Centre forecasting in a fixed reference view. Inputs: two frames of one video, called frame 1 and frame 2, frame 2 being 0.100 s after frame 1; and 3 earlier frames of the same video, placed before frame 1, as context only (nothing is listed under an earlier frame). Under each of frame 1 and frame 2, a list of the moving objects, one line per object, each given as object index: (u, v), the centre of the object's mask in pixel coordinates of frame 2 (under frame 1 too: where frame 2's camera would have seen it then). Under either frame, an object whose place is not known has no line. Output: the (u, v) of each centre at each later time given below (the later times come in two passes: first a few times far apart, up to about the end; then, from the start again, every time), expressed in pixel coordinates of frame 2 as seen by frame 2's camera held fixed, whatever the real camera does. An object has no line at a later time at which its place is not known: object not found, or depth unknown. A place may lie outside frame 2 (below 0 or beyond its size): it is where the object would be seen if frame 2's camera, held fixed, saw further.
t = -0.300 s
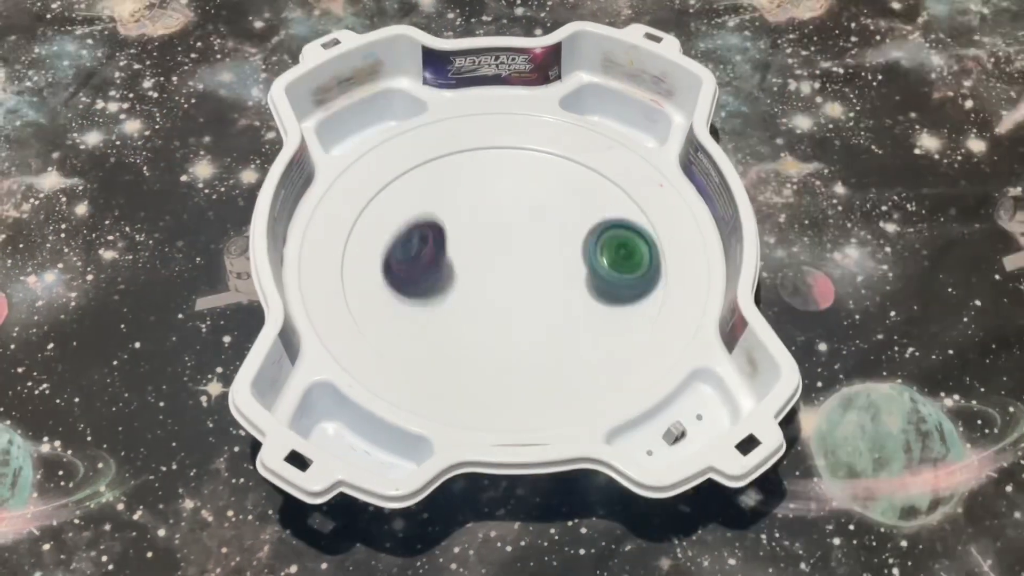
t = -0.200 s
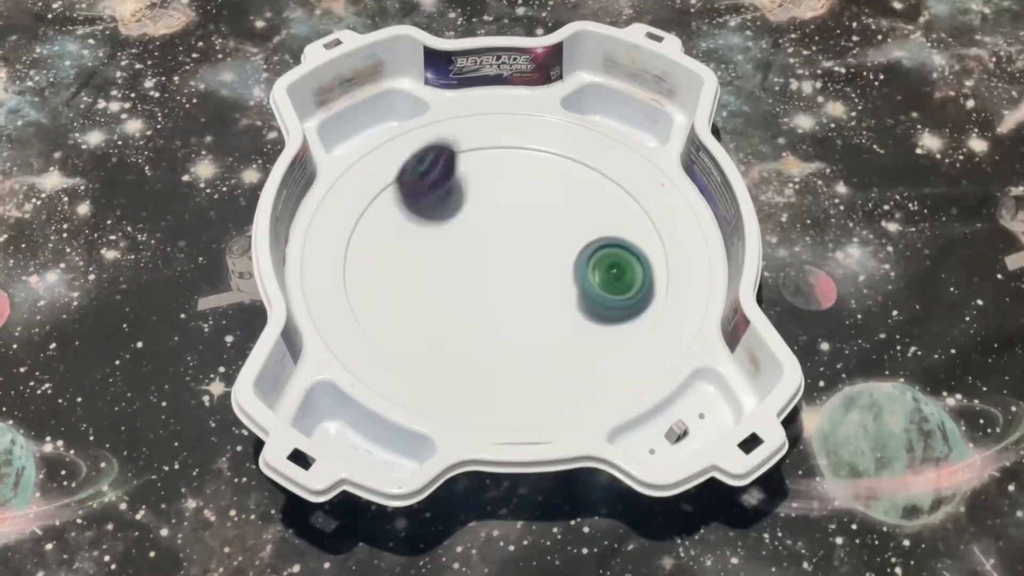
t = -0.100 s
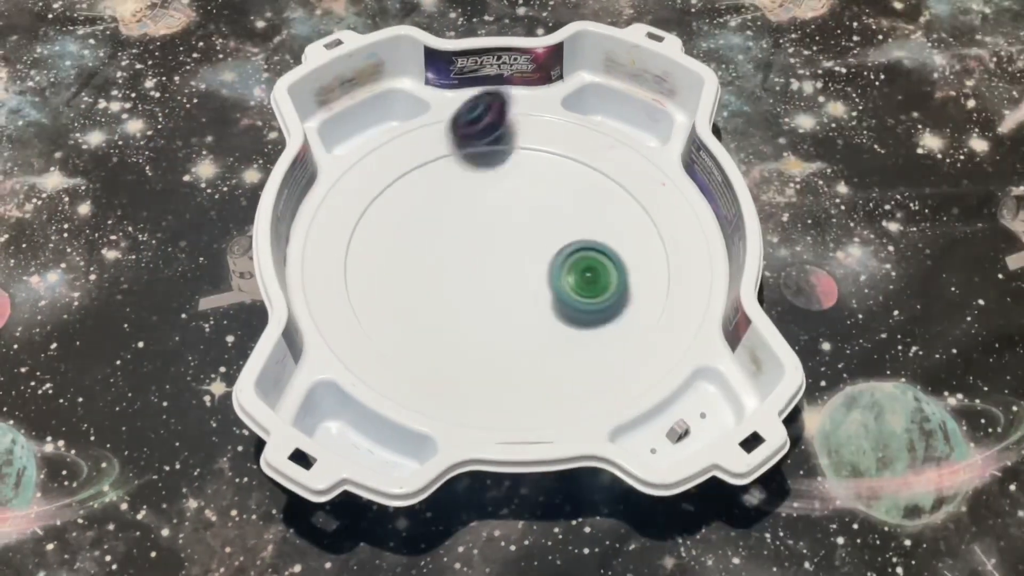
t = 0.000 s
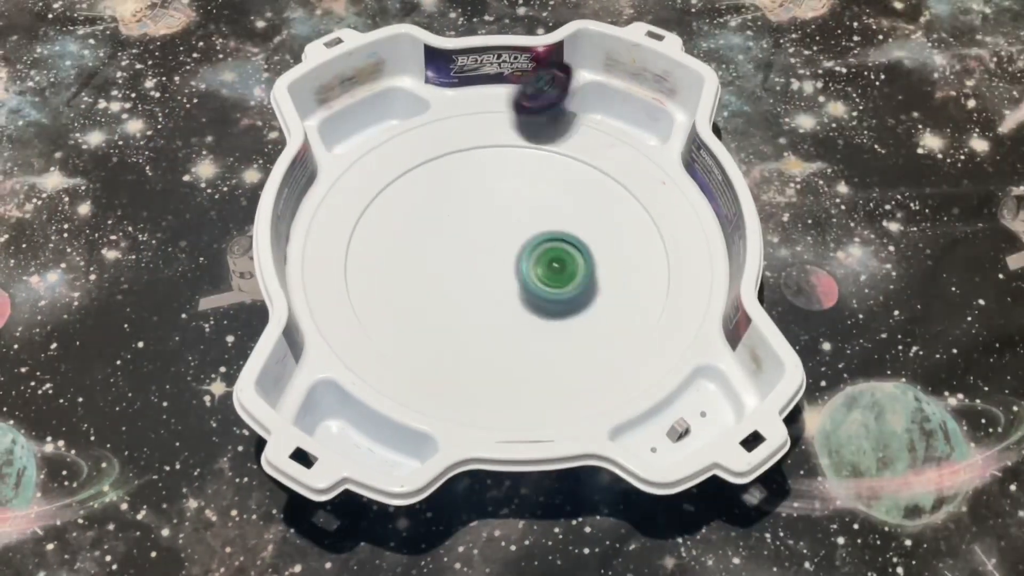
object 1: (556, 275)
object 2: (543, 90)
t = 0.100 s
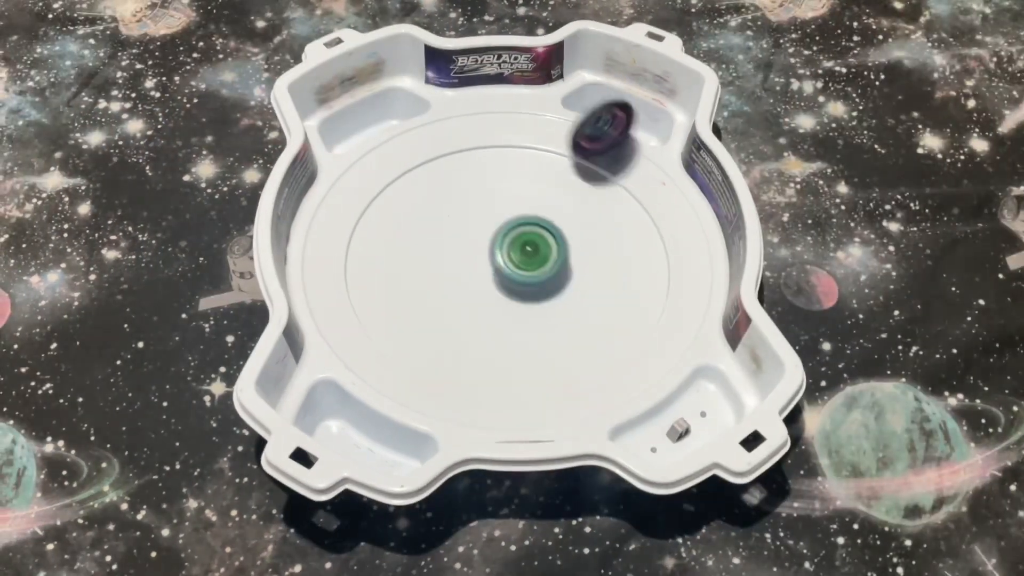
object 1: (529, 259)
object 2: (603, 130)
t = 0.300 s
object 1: (535, 232)
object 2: (693, 211)
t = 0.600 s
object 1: (582, 195)
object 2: (608, 254)
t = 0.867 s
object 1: (534, 193)
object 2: (428, 212)
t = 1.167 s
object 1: (556, 272)
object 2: (431, 178)
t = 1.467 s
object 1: (646, 284)
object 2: (574, 168)
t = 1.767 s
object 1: (596, 296)
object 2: (483, 168)
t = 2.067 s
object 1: (548, 307)
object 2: (444, 250)
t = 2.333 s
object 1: (565, 342)
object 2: (418, 227)
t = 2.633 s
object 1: (552, 320)
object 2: (509, 207)
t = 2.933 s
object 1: (465, 293)
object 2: (501, 218)
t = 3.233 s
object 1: (418, 288)
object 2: (427, 191)
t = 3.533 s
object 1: (442, 270)
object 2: (472, 165)
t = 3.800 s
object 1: (457, 249)
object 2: (532, 204)
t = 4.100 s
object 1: (472, 221)
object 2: (537, 284)
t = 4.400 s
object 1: (493, 207)
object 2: (462, 295)
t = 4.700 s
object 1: (539, 200)
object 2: (465, 250)
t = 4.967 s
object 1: (571, 189)
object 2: (504, 245)
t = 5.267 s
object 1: (579, 206)
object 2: (545, 267)
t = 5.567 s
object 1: (590, 240)
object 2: (526, 286)
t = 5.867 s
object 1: (585, 267)
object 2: (500, 263)
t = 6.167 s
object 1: (565, 295)
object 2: (514, 219)
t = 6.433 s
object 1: (534, 306)
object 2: (546, 218)
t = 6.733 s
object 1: (493, 299)
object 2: (550, 243)
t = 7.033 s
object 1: (453, 282)
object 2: (533, 256)
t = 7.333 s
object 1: (442, 260)
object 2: (524, 253)
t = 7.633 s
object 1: (459, 232)
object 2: (537, 245)
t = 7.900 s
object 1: (471, 213)
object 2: (557, 255)
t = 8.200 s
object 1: (509, 207)
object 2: (546, 262)
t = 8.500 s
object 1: (552, 217)
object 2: (523, 273)
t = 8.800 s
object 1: (576, 241)
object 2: (498, 261)
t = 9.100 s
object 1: (587, 260)
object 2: (488, 235)
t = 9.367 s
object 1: (573, 281)
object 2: (499, 217)
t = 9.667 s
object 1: (540, 292)
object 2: (512, 210)
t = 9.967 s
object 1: (498, 300)
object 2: (526, 224)
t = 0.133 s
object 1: (525, 253)
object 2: (621, 143)
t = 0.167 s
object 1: (522, 247)
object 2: (639, 158)
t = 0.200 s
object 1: (521, 242)
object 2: (655, 172)
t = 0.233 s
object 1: (524, 238)
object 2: (670, 187)
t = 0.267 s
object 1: (529, 235)
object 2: (682, 199)
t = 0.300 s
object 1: (535, 232)
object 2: (693, 211)
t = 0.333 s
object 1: (543, 230)
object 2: (698, 220)
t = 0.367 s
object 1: (553, 227)
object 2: (701, 231)
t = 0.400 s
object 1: (562, 223)
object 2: (698, 240)
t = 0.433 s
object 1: (570, 219)
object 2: (691, 248)
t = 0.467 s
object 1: (577, 215)
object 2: (681, 253)
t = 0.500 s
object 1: (582, 210)
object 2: (667, 255)
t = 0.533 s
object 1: (585, 205)
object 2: (650, 256)
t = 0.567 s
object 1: (585, 201)
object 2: (631, 259)
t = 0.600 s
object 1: (582, 195)
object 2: (608, 254)
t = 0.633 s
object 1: (578, 187)
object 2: (585, 251)
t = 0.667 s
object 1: (573, 181)
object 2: (561, 250)
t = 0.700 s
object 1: (569, 178)
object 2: (536, 250)
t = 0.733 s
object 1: (564, 177)
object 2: (512, 244)
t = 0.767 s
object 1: (557, 178)
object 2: (488, 236)
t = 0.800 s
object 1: (550, 181)
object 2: (466, 230)
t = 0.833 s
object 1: (542, 186)
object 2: (445, 221)
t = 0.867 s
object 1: (534, 193)
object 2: (428, 212)
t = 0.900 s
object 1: (528, 202)
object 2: (413, 204)
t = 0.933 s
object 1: (524, 211)
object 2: (402, 196)
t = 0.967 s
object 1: (523, 221)
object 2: (395, 189)
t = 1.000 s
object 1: (523, 231)
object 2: (392, 184)
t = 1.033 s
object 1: (526, 241)
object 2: (393, 182)
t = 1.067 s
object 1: (531, 250)
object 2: (398, 179)
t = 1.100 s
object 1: (538, 259)
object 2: (406, 177)
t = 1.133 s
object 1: (546, 266)
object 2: (417, 177)
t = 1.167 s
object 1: (556, 272)
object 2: (431, 178)
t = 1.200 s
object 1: (567, 277)
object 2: (448, 178)
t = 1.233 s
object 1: (578, 279)
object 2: (467, 183)
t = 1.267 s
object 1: (588, 279)
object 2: (487, 187)
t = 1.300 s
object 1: (597, 277)
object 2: (509, 192)
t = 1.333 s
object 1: (606, 274)
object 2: (531, 195)
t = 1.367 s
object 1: (612, 270)
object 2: (552, 199)
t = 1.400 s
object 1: (615, 266)
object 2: (572, 203)
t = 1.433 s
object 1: (630, 274)
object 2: (577, 188)
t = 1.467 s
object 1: (646, 284)
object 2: (574, 168)
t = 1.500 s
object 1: (657, 290)
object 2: (569, 147)
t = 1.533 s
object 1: (654, 294)
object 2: (557, 140)
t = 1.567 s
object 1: (646, 298)
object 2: (544, 142)
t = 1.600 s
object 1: (639, 299)
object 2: (533, 143)
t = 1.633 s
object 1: (630, 300)
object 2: (521, 145)
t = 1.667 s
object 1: (622, 300)
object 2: (510, 148)
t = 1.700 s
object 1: (613, 299)
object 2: (500, 153)
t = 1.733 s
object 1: (605, 298)
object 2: (491, 160)
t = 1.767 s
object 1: (596, 296)
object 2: (483, 168)
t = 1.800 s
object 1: (588, 294)
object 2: (477, 177)
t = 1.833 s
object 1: (579, 292)
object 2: (472, 189)
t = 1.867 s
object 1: (570, 291)
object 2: (470, 201)
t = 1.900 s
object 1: (562, 290)
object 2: (468, 214)
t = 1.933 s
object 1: (553, 290)
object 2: (467, 226)
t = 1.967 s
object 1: (545, 291)
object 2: (468, 238)
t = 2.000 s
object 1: (538, 292)
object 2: (470, 249)
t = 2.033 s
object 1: (544, 300)
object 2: (458, 250)
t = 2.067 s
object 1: (548, 307)
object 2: (444, 250)
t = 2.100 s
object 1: (549, 315)
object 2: (432, 250)
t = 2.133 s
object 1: (550, 322)
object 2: (423, 248)
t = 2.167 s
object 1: (551, 328)
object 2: (416, 245)
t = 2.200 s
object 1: (553, 333)
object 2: (411, 241)
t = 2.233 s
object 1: (556, 337)
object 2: (409, 238)
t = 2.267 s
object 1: (560, 340)
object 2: (410, 234)
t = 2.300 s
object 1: (563, 341)
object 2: (413, 230)
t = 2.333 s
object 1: (565, 342)
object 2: (418, 227)
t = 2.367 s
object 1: (566, 342)
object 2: (425, 223)
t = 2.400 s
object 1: (566, 342)
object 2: (434, 220)
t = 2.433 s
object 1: (566, 341)
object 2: (444, 216)
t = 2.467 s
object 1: (566, 340)
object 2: (455, 214)
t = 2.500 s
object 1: (565, 337)
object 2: (467, 211)
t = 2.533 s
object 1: (564, 333)
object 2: (479, 209)
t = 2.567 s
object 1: (561, 329)
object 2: (490, 208)
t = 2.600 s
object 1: (557, 324)
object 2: (500, 207)
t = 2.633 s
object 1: (552, 320)
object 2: (509, 207)
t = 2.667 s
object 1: (545, 315)
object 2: (515, 207)
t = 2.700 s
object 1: (537, 311)
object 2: (520, 208)
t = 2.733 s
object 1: (529, 306)
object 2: (522, 210)
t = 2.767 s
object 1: (519, 301)
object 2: (523, 212)
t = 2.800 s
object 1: (509, 297)
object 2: (522, 216)
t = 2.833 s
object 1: (499, 294)
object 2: (518, 220)
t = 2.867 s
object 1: (488, 292)
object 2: (513, 221)
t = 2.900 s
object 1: (476, 293)
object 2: (508, 220)
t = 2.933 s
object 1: (465, 293)
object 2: (501, 218)
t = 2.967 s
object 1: (456, 292)
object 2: (494, 215)
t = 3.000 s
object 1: (448, 292)
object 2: (485, 214)
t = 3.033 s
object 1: (441, 293)
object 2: (475, 213)
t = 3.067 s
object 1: (434, 293)
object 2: (464, 209)
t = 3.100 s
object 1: (430, 294)
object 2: (454, 207)
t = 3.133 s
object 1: (426, 294)
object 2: (445, 203)
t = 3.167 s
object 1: (423, 295)
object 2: (437, 200)
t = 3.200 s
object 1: (418, 288)
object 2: (431, 195)
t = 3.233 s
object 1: (418, 288)
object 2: (427, 191)
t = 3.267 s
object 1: (418, 289)
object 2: (425, 188)
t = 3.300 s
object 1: (419, 288)
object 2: (425, 183)
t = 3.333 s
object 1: (422, 287)
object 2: (426, 179)
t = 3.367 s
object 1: (424, 285)
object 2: (431, 173)
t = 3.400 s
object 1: (427, 284)
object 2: (438, 168)
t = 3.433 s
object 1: (430, 280)
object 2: (446, 165)
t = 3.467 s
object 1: (433, 276)
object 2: (456, 163)
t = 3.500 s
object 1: (437, 272)
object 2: (464, 163)
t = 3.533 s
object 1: (442, 270)
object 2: (472, 165)
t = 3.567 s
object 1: (446, 266)
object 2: (479, 169)
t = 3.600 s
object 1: (449, 260)
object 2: (486, 175)
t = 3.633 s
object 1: (452, 255)
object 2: (492, 181)
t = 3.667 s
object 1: (455, 249)
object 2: (498, 188)
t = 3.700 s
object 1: (452, 250)
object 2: (509, 188)
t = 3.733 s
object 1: (453, 254)
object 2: (518, 191)
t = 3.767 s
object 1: (454, 252)
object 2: (525, 196)
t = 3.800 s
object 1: (457, 249)
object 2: (532, 204)
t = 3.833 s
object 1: (460, 245)
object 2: (538, 213)
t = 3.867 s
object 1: (462, 242)
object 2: (542, 222)
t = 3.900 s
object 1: (462, 238)
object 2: (547, 231)
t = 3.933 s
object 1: (462, 235)
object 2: (550, 239)
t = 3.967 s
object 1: (464, 231)
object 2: (551, 249)
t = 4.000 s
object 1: (465, 228)
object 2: (550, 260)
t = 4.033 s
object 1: (467, 226)
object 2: (547, 268)
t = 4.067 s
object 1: (469, 223)
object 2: (544, 276)
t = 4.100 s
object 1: (472, 221)
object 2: (537, 284)
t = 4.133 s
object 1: (474, 219)
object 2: (530, 291)
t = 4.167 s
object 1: (476, 217)
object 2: (522, 295)
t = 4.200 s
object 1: (478, 215)
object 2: (513, 299)
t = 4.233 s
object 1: (480, 213)
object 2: (505, 302)
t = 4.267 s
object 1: (482, 211)
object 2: (494, 304)
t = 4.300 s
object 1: (484, 210)
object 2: (485, 303)
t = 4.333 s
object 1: (487, 209)
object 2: (477, 300)
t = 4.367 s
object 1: (490, 208)
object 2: (470, 298)
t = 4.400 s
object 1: (493, 207)
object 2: (462, 295)
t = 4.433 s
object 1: (496, 207)
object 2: (457, 290)
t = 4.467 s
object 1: (499, 207)
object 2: (454, 283)
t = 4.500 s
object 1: (503, 207)
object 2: (452, 278)
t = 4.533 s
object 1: (506, 207)
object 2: (452, 272)
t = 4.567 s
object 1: (510, 207)
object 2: (454, 264)
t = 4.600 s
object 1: (515, 208)
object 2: (457, 258)
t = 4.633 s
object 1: (520, 208)
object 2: (462, 252)
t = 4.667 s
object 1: (526, 206)
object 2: (465, 249)
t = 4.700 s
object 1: (539, 200)
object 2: (465, 250)
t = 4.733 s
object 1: (549, 196)
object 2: (467, 249)
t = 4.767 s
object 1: (556, 193)
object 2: (471, 248)
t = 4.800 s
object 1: (562, 191)
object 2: (475, 247)
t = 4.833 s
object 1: (566, 190)
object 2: (480, 245)
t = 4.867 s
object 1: (568, 189)
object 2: (487, 243)
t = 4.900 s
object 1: (570, 188)
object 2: (492, 244)
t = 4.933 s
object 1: (571, 188)
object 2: (498, 244)
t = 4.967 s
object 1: (571, 189)
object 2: (504, 245)
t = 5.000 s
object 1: (572, 190)
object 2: (510, 246)
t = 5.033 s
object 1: (572, 192)
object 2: (516, 248)
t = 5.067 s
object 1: (573, 193)
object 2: (522, 249)
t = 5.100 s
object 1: (573, 195)
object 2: (527, 250)
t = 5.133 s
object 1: (574, 197)
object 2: (533, 253)
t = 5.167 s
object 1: (574, 200)
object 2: (537, 254)
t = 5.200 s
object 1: (577, 201)
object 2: (540, 261)
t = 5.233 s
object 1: (578, 203)
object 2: (542, 265)
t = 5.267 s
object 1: (579, 206)
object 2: (545, 267)
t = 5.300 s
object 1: (581, 209)
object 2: (546, 270)
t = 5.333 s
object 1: (582, 212)
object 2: (546, 273)
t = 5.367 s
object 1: (583, 216)
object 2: (544, 275)
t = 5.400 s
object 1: (584, 220)
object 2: (542, 279)
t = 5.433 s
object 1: (585, 224)
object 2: (540, 281)
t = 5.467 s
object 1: (585, 229)
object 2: (537, 282)
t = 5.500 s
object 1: (586, 233)
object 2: (535, 283)
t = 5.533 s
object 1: (588, 237)
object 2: (531, 284)
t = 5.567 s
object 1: (590, 240)
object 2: (526, 286)
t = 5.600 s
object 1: (590, 243)
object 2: (521, 286)
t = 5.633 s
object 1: (591, 246)
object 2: (516, 285)
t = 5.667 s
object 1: (591, 249)
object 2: (512, 283)
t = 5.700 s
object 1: (591, 251)
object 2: (508, 281)
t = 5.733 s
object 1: (591, 255)
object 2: (505, 277)
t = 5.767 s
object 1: (590, 257)
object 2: (502, 274)
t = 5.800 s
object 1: (589, 261)
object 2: (501, 269)
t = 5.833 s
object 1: (587, 264)
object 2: (500, 265)
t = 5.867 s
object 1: (585, 267)
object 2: (500, 263)
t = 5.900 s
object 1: (584, 271)
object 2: (499, 259)
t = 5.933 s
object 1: (583, 275)
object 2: (497, 254)
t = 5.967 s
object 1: (582, 278)
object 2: (496, 248)
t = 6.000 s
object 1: (580, 282)
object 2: (497, 242)
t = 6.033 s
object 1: (578, 284)
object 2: (499, 238)
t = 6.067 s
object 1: (575, 288)
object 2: (502, 231)
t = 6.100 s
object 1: (572, 291)
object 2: (505, 228)
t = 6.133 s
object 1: (568, 293)
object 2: (509, 223)
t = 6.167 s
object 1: (565, 295)
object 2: (514, 219)
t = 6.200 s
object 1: (562, 297)
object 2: (518, 217)
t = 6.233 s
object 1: (559, 300)
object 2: (524, 215)
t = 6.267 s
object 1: (555, 301)
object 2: (528, 214)
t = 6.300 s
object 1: (551, 303)
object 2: (533, 213)
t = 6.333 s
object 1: (547, 304)
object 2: (537, 214)
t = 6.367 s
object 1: (543, 305)
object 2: (540, 215)
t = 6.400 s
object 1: (538, 306)
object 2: (543, 216)
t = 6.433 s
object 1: (534, 306)
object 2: (546, 218)
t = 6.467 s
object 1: (529, 306)
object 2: (548, 220)
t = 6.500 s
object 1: (525, 307)
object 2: (551, 222)
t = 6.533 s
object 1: (520, 306)
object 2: (552, 225)
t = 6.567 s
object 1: (515, 305)
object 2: (554, 227)
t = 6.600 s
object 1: (511, 304)
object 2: (554, 230)
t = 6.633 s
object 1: (507, 304)
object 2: (554, 233)
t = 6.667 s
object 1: (502, 302)
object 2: (553, 237)
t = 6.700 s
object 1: (498, 301)
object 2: (551, 240)
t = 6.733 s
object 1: (493, 299)
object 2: (550, 243)
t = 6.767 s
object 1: (486, 298)
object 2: (550, 244)
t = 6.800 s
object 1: (480, 297)
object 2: (549, 246)
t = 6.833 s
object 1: (475, 295)
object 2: (547, 249)
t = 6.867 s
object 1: (470, 293)
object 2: (546, 250)
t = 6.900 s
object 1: (466, 291)
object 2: (544, 252)
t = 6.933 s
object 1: (462, 289)
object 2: (541, 254)
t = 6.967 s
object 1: (458, 287)
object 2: (539, 255)
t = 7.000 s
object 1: (455, 285)
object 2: (536, 256)
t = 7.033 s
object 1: (453, 282)
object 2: (533, 256)
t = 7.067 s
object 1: (451, 280)
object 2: (530, 257)
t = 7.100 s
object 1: (448, 277)
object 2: (529, 256)
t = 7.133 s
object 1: (446, 275)
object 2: (527, 256)
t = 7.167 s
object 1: (445, 273)
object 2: (526, 256)
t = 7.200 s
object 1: (443, 270)
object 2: (526, 255)
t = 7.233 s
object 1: (442, 268)
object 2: (526, 254)
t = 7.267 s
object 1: (441, 265)
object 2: (525, 253)
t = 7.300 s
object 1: (441, 262)
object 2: (525, 252)
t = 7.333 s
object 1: (442, 260)
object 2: (524, 253)
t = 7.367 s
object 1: (443, 257)
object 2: (524, 252)
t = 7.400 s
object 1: (444, 254)
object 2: (526, 249)
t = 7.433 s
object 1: (446, 251)
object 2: (527, 249)
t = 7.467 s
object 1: (447, 248)
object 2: (528, 247)
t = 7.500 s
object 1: (449, 244)
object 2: (531, 248)
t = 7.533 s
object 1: (451, 241)
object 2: (532, 248)
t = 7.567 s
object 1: (453, 238)
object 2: (534, 247)
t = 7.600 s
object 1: (456, 235)
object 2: (535, 247)
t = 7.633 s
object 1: (459, 232)
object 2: (537, 245)
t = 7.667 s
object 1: (462, 229)
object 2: (538, 247)
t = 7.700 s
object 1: (461, 225)
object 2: (544, 248)
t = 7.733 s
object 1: (460, 221)
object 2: (549, 251)
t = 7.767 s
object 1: (461, 219)
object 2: (552, 252)
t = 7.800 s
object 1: (463, 217)
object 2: (554, 253)
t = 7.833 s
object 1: (465, 215)
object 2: (556, 254)
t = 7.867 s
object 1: (468, 214)
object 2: (557, 255)
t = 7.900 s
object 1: (471, 213)
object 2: (557, 255)
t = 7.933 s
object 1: (474, 213)
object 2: (558, 258)
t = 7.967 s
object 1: (478, 212)
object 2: (557, 259)
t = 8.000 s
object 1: (482, 211)
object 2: (557, 260)
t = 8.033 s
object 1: (486, 211)
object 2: (556, 261)
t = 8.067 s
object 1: (491, 211)
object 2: (554, 262)
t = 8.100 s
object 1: (495, 210)
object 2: (552, 263)
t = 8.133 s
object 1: (500, 210)
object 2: (550, 263)
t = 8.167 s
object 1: (504, 208)
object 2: (547, 263)
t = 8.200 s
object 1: (509, 207)
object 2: (546, 262)
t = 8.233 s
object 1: (514, 206)
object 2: (546, 266)
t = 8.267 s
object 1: (519, 206)
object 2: (545, 269)
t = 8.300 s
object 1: (524, 207)
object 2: (544, 272)
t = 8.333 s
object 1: (528, 208)
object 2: (541, 273)
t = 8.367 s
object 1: (533, 209)
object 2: (537, 276)
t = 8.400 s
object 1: (538, 211)
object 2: (534, 276)
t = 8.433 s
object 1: (542, 213)
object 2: (530, 276)
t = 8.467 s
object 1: (547, 214)
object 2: (526, 275)
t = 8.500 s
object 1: (552, 217)
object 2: (523, 273)
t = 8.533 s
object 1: (556, 219)
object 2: (519, 275)
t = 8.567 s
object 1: (559, 222)
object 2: (515, 274)
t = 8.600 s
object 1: (563, 224)
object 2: (512, 272)
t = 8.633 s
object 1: (566, 227)
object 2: (509, 270)
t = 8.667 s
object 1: (568, 230)
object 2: (506, 270)
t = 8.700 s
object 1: (571, 233)
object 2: (503, 268)
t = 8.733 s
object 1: (573, 236)
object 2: (501, 266)
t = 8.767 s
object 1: (574, 238)
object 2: (500, 264)
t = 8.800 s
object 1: (576, 241)
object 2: (498, 261)
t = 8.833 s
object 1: (577, 244)
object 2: (497, 259)
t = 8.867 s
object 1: (578, 247)
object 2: (496, 257)
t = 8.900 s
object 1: (582, 248)
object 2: (491, 254)
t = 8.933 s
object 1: (585, 250)
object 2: (488, 252)
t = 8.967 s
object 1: (587, 251)
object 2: (487, 248)
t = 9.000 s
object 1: (588, 254)
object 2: (486, 243)
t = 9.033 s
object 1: (588, 256)
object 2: (486, 241)
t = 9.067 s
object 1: (588, 258)
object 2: (486, 238)
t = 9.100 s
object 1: (587, 260)
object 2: (488, 235)
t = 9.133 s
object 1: (586, 262)
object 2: (489, 231)
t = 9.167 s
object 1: (584, 264)
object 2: (491, 229)
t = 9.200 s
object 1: (581, 266)
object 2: (494, 228)
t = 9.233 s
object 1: (579, 268)
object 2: (498, 225)
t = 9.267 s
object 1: (576, 270)
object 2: (501, 225)
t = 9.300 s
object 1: (572, 272)
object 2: (505, 225)
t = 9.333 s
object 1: (573, 276)
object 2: (503, 223)
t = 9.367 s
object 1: (573, 281)
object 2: (499, 217)
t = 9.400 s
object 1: (572, 284)
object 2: (498, 214)
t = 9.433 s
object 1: (570, 286)
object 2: (498, 211)
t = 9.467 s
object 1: (567, 287)
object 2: (499, 209)
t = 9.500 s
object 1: (563, 289)
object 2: (501, 207)
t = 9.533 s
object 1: (558, 290)
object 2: (503, 206)
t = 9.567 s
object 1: (554, 290)
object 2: (505, 206)
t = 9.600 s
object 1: (549, 291)
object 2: (507, 206)
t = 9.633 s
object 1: (545, 292)
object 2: (510, 208)
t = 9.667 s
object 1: (540, 292)
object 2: (512, 210)
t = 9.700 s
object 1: (535, 292)
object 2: (515, 212)
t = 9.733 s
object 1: (529, 291)
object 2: (517, 216)
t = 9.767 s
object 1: (525, 293)
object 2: (519, 216)
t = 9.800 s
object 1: (519, 297)
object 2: (520, 215)
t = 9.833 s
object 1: (514, 298)
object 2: (521, 215)
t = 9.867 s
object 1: (509, 300)
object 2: (523, 216)
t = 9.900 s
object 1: (505, 301)
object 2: (524, 219)
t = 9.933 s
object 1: (502, 301)
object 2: (525, 221)
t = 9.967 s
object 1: (498, 300)
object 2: (526, 224)
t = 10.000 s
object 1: (494, 299)
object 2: (526, 228)
